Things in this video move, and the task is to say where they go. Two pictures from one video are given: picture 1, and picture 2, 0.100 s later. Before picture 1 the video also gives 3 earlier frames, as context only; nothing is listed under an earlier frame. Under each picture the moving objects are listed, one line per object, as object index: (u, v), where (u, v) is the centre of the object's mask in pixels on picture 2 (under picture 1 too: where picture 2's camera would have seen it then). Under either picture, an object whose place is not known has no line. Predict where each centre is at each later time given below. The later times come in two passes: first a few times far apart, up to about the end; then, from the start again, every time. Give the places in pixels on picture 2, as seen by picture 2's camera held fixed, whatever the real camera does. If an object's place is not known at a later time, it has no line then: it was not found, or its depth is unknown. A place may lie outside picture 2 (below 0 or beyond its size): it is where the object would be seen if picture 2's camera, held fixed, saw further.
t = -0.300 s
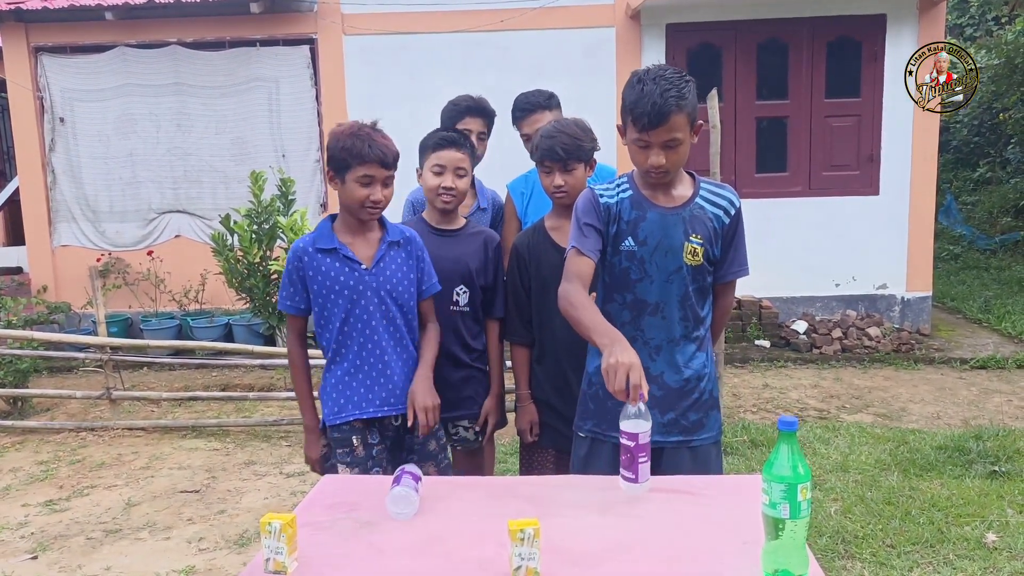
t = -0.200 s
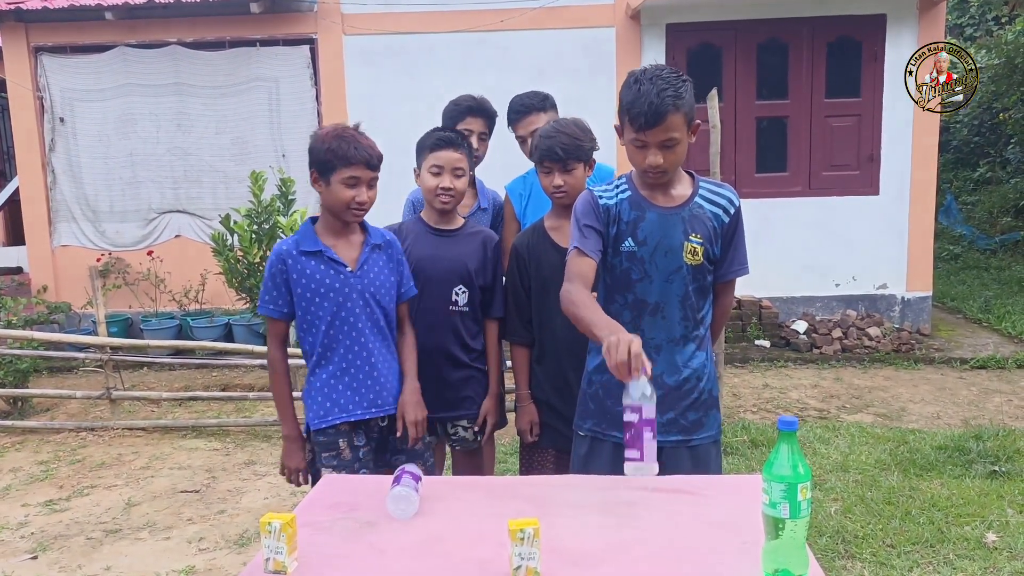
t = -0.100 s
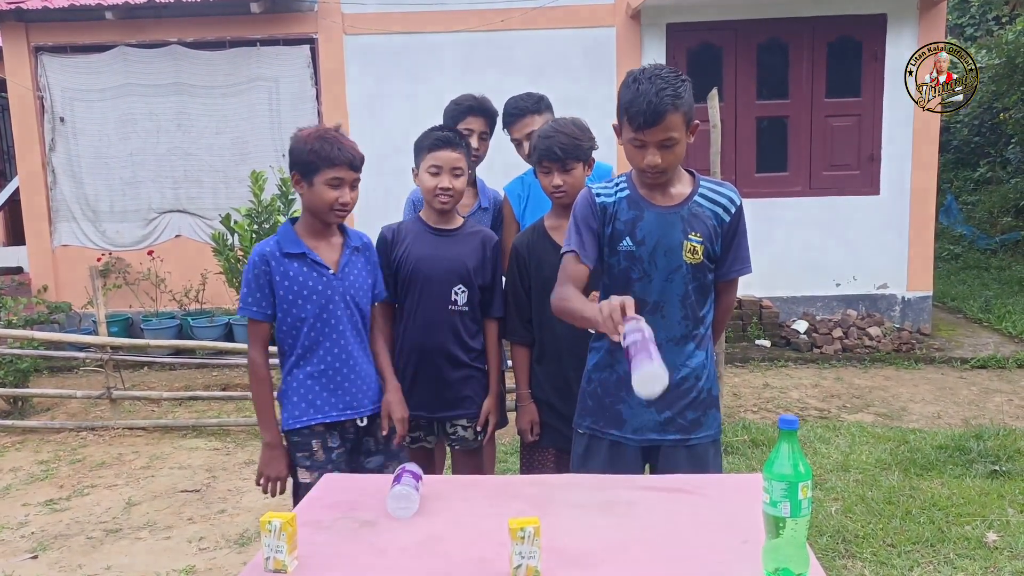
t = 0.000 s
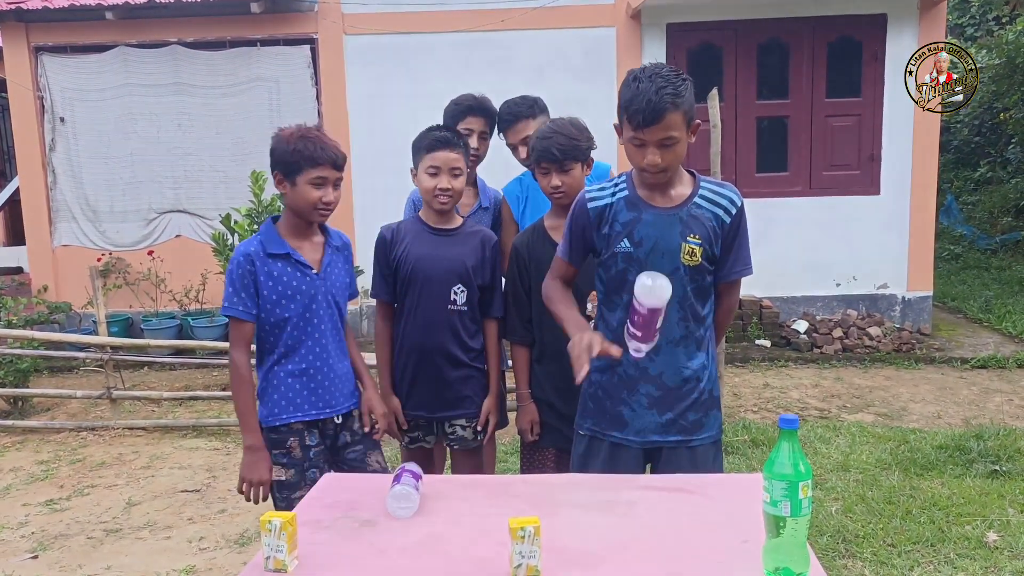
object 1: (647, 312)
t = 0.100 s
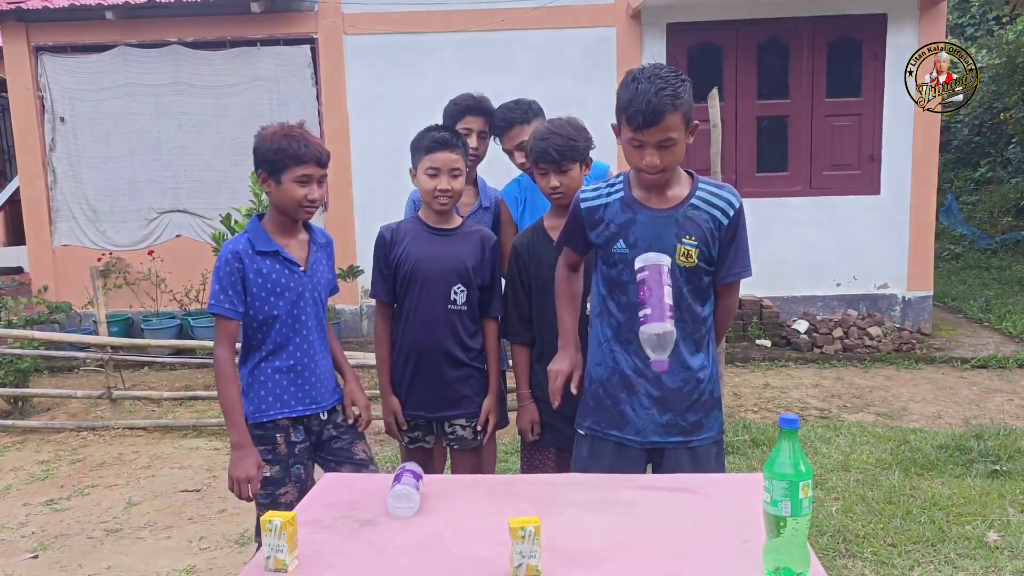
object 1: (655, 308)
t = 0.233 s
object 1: (662, 342)
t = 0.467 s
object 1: (677, 473)
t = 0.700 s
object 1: (712, 486)
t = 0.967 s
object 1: (721, 509)
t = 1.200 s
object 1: (722, 507)
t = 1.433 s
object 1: (723, 503)
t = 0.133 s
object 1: (659, 308)
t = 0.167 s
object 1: (660, 312)
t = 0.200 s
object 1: (661, 321)
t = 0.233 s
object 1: (662, 342)
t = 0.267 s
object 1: (663, 368)
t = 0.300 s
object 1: (665, 400)
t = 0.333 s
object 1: (666, 433)
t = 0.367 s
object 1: (667, 476)
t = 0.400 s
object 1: (670, 475)
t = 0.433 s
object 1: (673, 474)
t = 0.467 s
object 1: (677, 473)
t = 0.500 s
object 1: (681, 473)
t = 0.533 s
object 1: (685, 472)
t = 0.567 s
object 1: (690, 473)
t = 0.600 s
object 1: (694, 475)
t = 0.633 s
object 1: (699, 478)
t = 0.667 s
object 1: (705, 481)
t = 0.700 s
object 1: (712, 486)
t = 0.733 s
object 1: (707, 496)
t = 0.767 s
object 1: (711, 504)
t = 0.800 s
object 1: (719, 510)
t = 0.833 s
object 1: (718, 506)
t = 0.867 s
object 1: (718, 507)
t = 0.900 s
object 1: (720, 511)
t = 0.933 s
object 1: (721, 509)
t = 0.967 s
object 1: (721, 509)
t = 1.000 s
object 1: (721, 509)
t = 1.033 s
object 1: (721, 509)
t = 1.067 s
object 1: (721, 509)
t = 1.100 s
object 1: (721, 508)
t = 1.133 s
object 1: (722, 507)
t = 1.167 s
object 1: (722, 507)
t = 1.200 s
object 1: (722, 507)
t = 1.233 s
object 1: (722, 507)
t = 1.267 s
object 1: (722, 506)
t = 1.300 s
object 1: (723, 506)
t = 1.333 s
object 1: (723, 505)
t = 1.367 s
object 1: (723, 504)
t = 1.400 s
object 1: (723, 504)
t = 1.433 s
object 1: (723, 503)
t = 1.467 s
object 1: (723, 503)
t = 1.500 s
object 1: (724, 503)
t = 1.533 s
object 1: (724, 502)
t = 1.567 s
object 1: (724, 502)
